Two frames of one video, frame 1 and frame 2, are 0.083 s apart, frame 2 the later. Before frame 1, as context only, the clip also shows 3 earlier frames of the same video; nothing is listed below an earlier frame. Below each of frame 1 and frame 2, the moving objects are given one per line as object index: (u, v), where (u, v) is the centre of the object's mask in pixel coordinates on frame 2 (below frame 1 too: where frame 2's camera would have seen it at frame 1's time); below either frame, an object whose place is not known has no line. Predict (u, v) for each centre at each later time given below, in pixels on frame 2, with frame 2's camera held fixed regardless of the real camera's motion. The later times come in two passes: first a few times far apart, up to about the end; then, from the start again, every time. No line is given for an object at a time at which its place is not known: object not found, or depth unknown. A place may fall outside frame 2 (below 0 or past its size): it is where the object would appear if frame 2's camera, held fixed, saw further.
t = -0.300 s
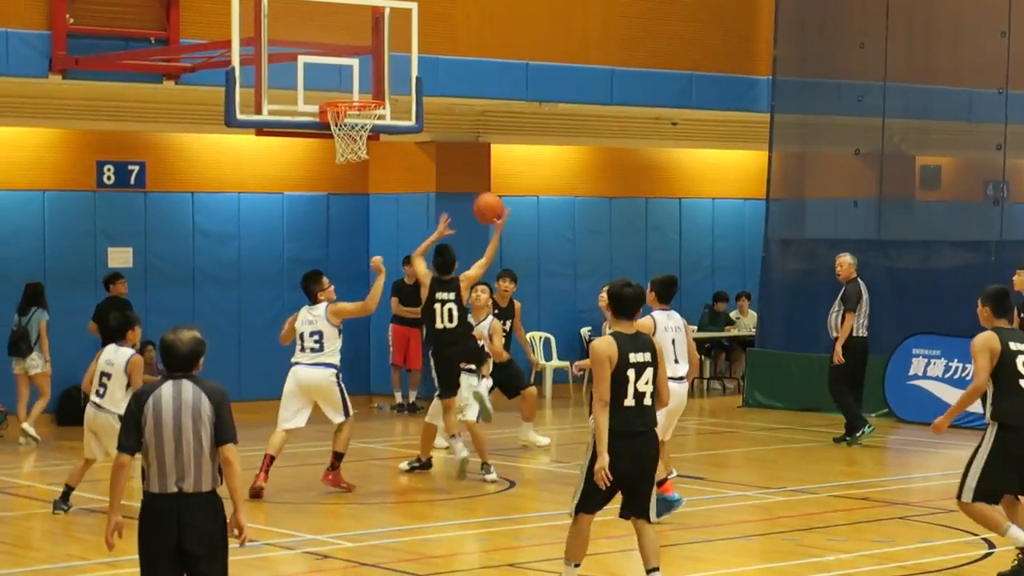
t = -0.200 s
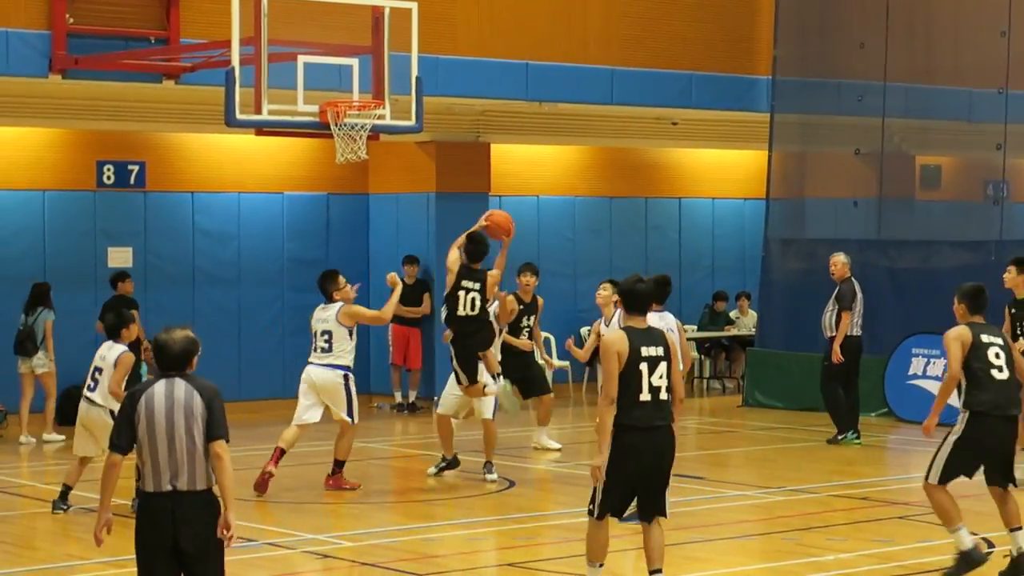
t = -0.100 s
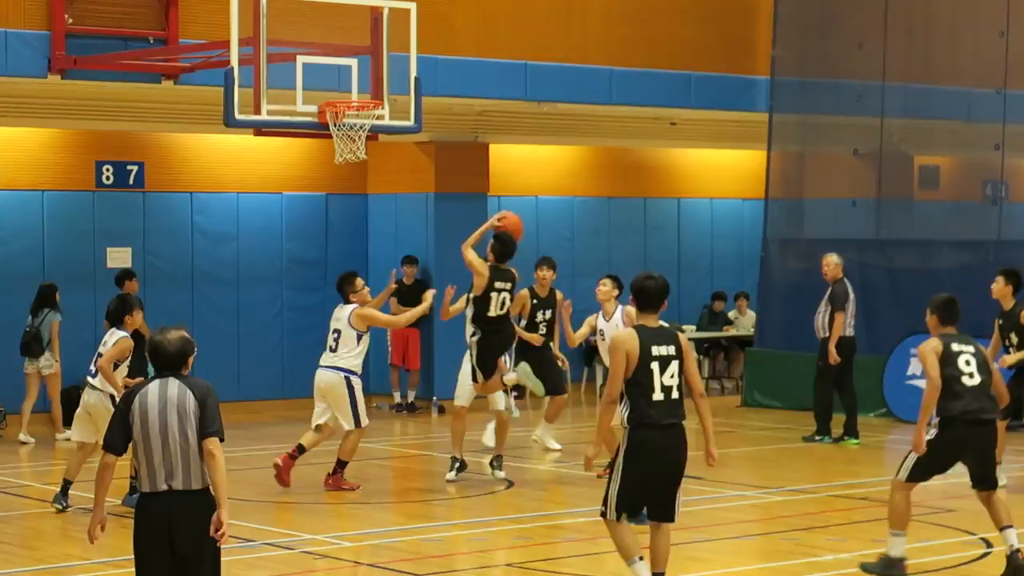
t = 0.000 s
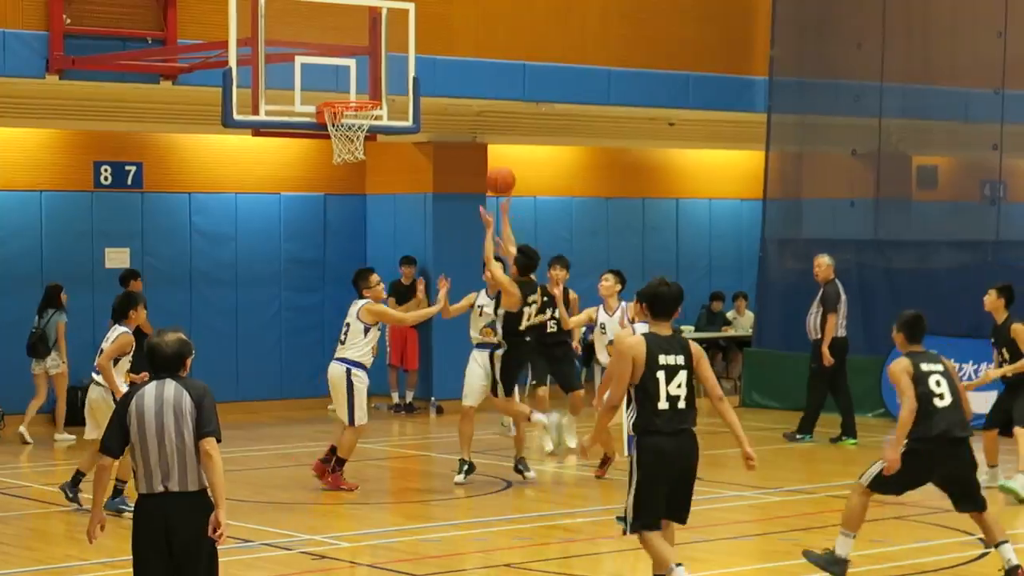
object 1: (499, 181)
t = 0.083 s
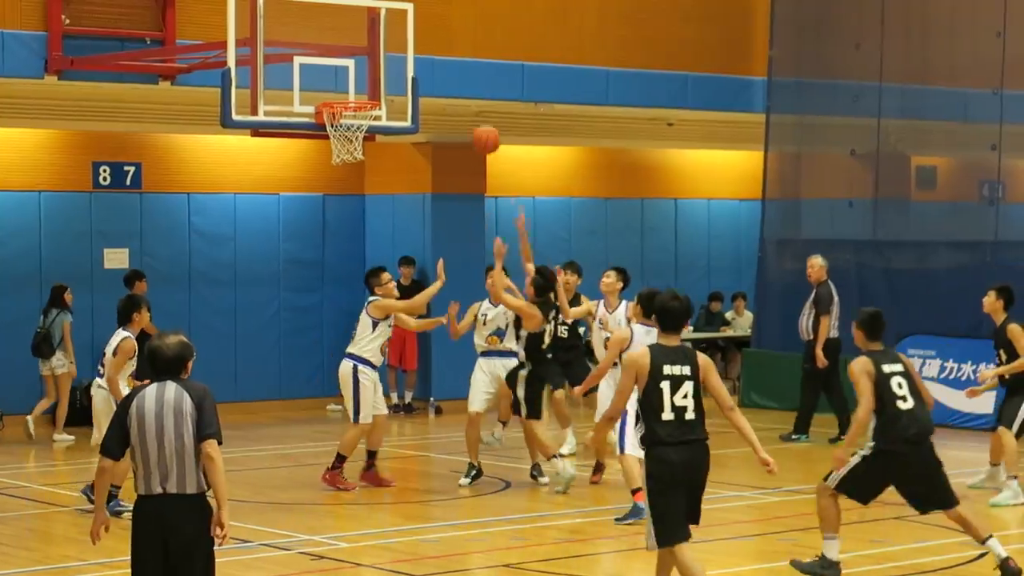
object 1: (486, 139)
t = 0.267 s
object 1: (457, 80)
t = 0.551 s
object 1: (413, 70)
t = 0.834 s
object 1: (421, 132)
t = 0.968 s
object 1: (449, 184)
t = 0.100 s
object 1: (483, 132)
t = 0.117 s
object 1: (480, 126)
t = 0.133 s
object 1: (477, 119)
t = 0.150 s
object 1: (475, 113)
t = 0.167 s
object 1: (472, 107)
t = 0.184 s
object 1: (469, 102)
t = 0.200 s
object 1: (467, 97)
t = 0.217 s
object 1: (464, 92)
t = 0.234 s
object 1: (461, 88)
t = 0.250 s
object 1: (459, 84)
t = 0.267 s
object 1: (457, 80)
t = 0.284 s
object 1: (454, 76)
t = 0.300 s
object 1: (452, 74)
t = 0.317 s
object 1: (449, 72)
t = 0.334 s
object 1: (446, 69)
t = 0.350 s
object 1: (444, 67)
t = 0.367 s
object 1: (442, 65)
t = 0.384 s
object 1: (438, 64)
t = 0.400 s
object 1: (436, 63)
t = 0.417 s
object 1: (433, 62)
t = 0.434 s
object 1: (431, 62)
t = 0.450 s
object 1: (429, 62)
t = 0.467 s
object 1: (425, 63)
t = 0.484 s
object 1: (423, 63)
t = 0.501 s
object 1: (421, 64)
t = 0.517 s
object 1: (418, 66)
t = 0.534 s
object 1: (415, 68)
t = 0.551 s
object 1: (413, 70)
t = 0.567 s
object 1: (410, 72)
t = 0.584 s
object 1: (407, 75)
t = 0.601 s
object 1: (405, 78)
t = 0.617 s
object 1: (403, 81)
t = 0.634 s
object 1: (400, 85)
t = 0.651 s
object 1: (397, 90)
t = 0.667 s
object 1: (395, 94)
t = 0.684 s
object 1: (393, 99)
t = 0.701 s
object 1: (393, 102)
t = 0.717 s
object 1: (396, 105)
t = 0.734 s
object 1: (400, 107)
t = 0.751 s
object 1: (402, 110)
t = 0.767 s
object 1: (407, 115)
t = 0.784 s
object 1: (410, 118)
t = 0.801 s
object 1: (413, 123)
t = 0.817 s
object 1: (417, 128)
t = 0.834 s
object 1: (421, 132)
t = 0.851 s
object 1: (424, 137)
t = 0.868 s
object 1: (427, 142)
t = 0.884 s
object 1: (431, 149)
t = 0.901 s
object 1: (434, 154)
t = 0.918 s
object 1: (438, 162)
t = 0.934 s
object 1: (442, 167)
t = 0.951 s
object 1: (446, 176)
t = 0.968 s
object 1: (449, 184)
